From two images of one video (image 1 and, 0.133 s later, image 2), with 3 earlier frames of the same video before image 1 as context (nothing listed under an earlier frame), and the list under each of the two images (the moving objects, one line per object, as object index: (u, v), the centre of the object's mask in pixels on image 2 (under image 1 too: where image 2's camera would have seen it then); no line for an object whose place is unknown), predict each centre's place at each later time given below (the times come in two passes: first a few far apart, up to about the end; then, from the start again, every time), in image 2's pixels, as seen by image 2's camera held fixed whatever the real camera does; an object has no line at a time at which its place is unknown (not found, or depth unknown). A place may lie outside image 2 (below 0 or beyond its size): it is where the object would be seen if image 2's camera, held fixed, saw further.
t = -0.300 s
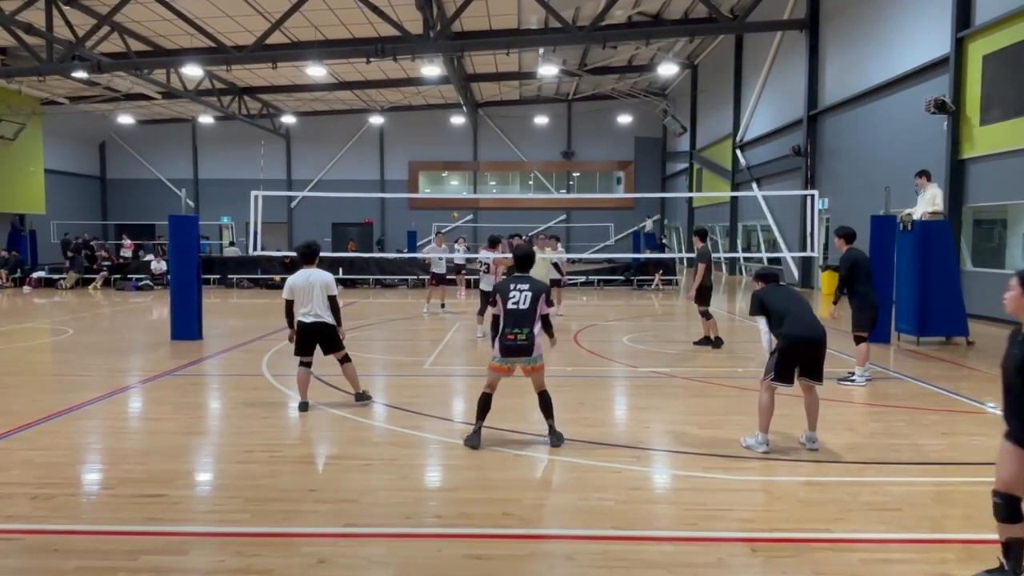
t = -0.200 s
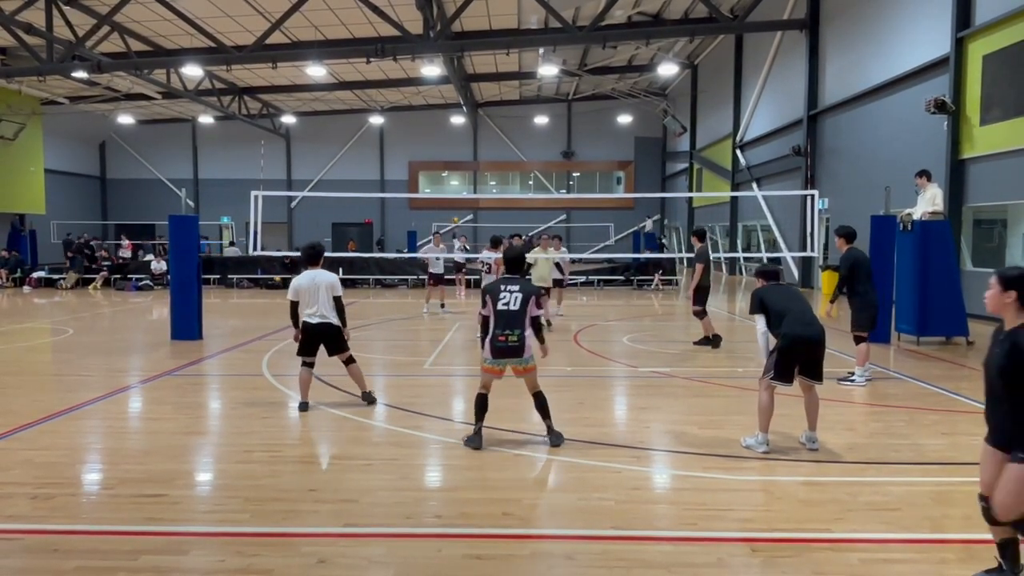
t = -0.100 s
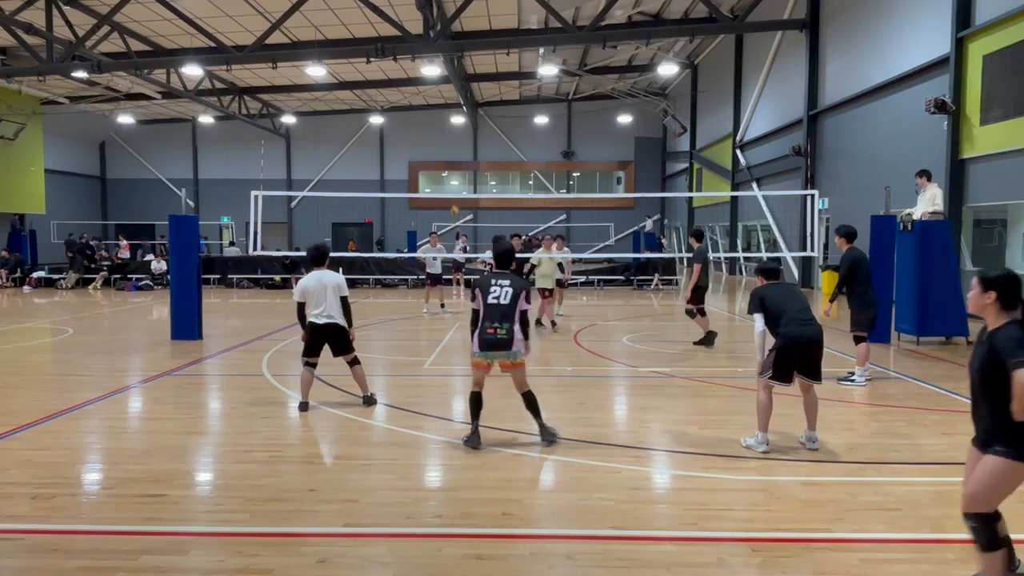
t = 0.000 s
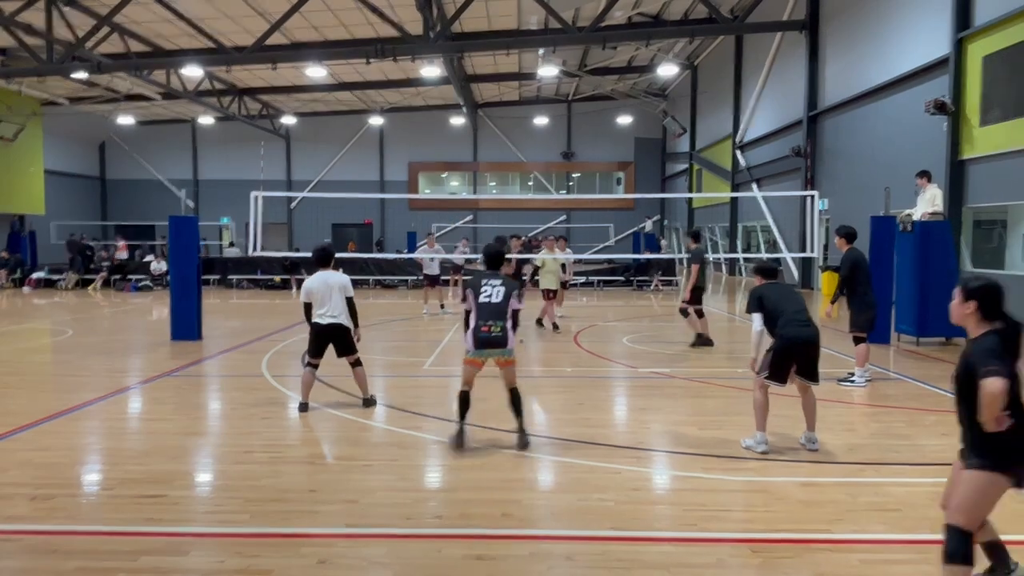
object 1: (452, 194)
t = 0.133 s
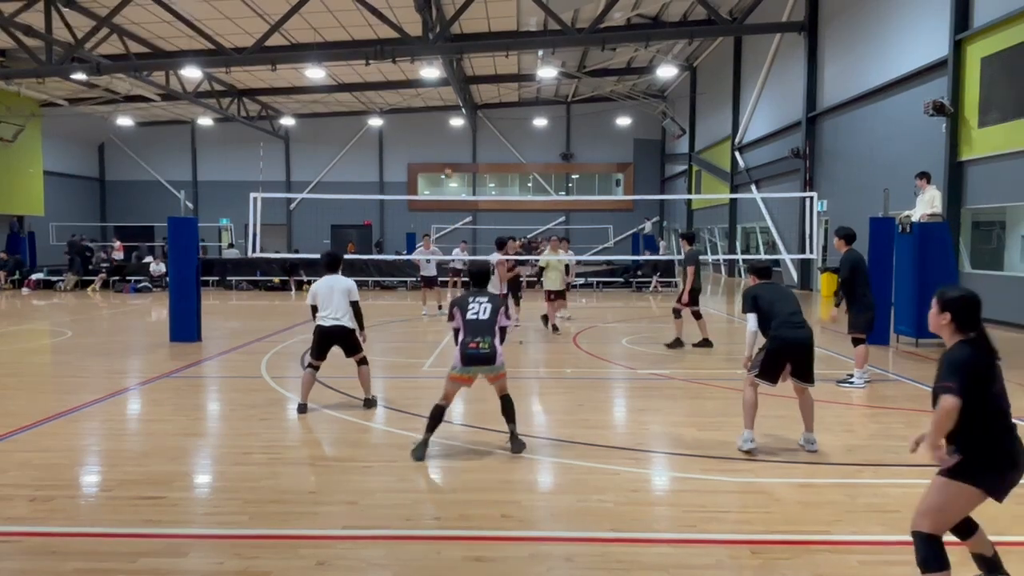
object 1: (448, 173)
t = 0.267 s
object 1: (443, 156)
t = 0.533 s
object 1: (436, 136)
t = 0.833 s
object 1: (426, 168)
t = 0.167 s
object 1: (447, 168)
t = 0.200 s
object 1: (445, 164)
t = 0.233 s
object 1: (445, 160)
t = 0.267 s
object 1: (443, 156)
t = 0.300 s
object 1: (442, 151)
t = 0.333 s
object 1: (442, 148)
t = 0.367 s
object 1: (441, 145)
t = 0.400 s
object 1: (440, 143)
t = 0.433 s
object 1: (440, 141)
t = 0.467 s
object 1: (439, 138)
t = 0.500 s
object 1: (437, 137)
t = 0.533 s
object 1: (436, 136)
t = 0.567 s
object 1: (434, 135)
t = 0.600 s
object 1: (433, 136)
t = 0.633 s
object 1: (431, 136)
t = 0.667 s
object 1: (430, 138)
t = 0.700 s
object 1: (429, 141)
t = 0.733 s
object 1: (428, 145)
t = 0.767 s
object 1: (428, 151)
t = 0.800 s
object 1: (427, 159)
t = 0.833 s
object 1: (426, 168)
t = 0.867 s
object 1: (426, 178)
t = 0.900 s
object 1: (425, 194)
